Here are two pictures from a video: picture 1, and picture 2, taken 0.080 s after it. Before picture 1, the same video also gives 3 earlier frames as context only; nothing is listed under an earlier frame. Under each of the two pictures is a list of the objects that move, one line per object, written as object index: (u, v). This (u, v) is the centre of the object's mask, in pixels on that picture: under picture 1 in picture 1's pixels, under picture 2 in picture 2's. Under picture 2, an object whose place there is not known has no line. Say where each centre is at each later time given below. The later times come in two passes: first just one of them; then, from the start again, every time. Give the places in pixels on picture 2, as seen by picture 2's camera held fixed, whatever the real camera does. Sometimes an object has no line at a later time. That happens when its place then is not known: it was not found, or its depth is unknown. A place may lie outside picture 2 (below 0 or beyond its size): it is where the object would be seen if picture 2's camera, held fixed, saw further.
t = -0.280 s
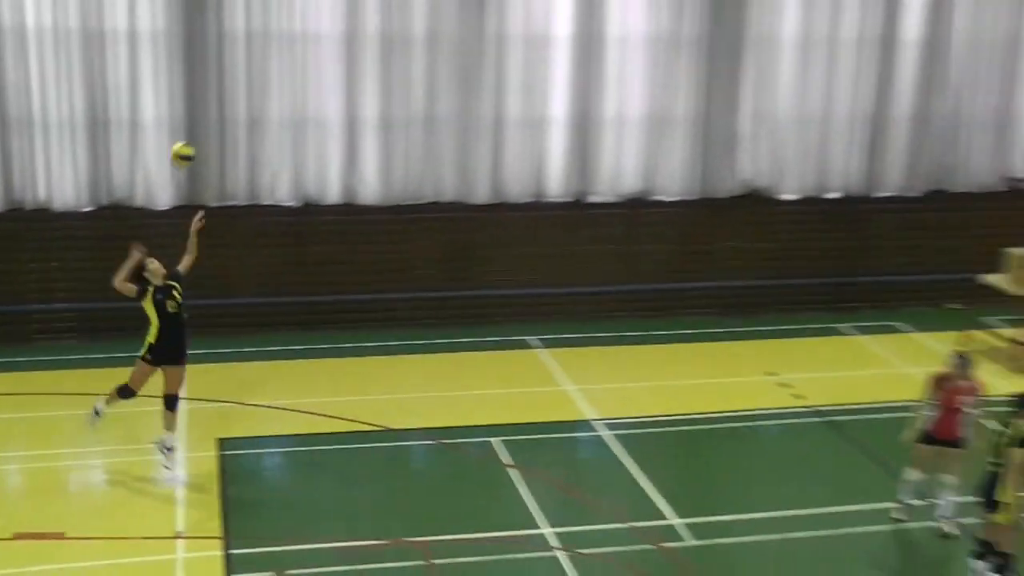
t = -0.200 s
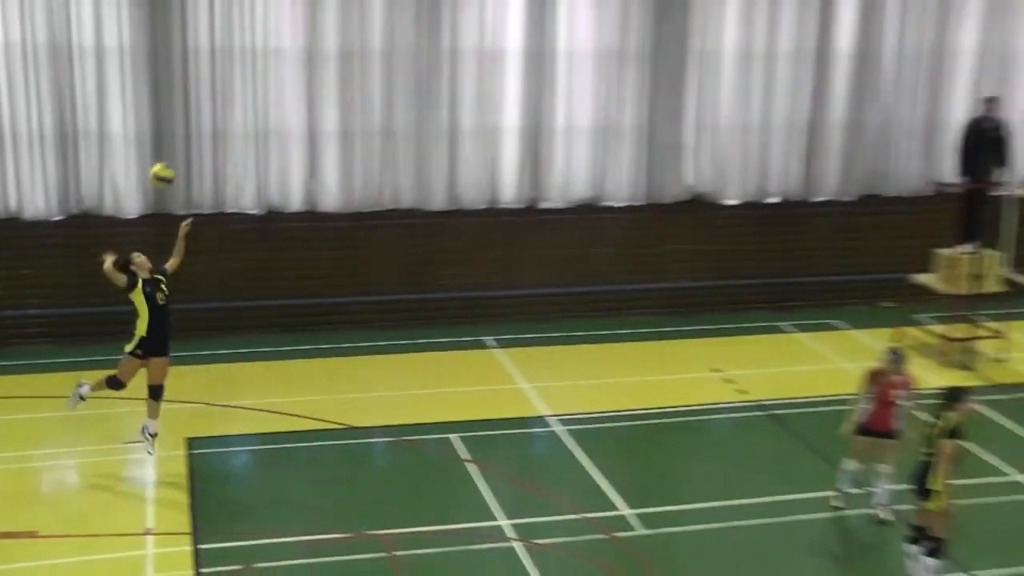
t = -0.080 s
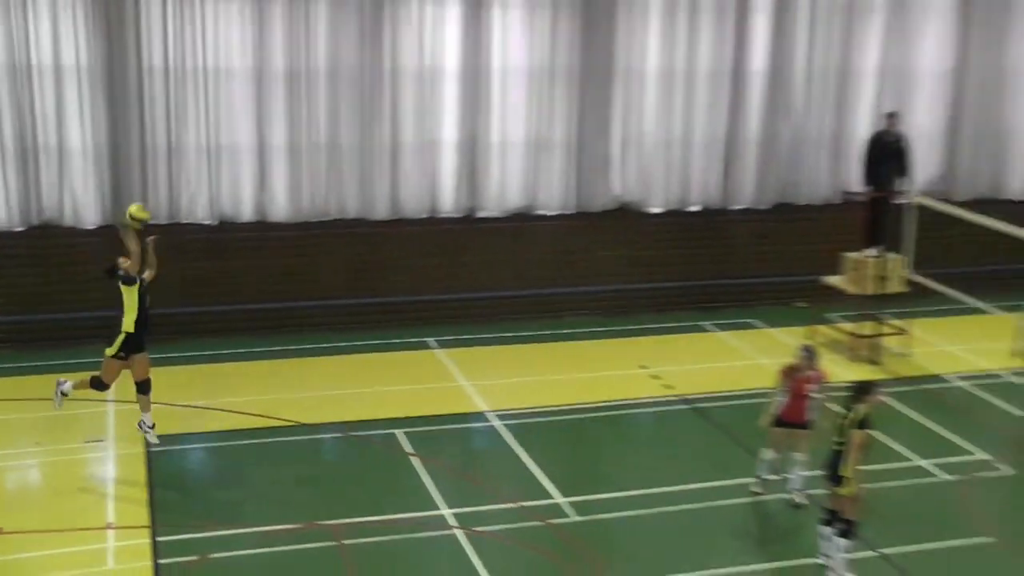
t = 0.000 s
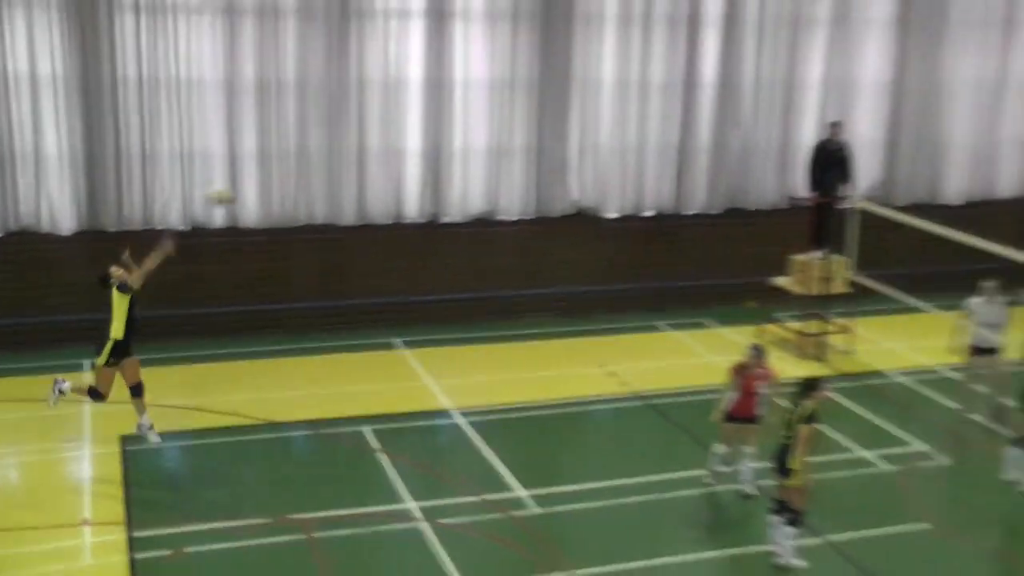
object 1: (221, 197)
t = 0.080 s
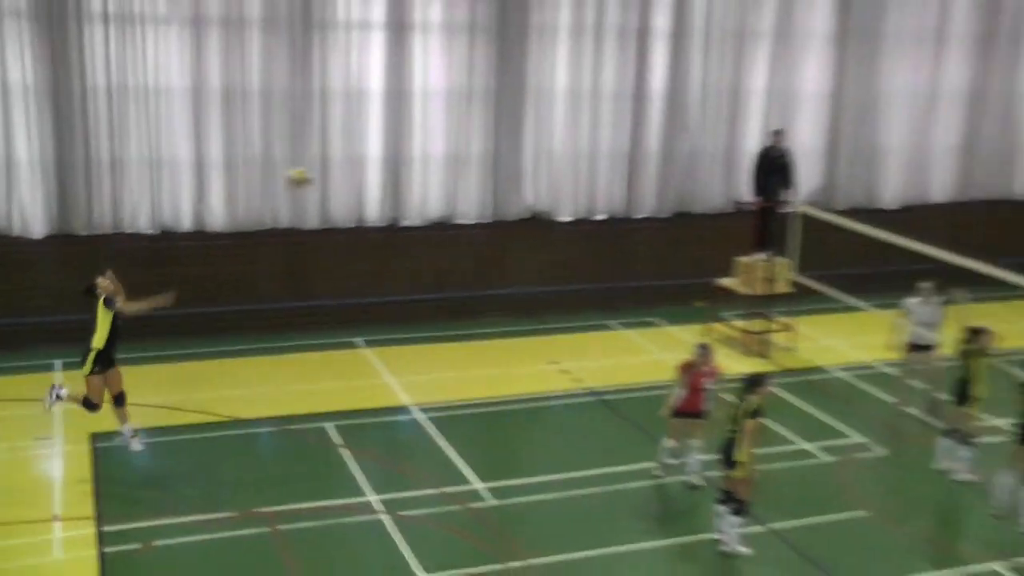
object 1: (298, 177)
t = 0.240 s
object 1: (513, 153)
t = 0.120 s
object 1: (354, 170)
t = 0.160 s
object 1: (407, 161)
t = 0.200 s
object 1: (460, 157)
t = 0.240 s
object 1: (513, 153)
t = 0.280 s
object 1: (566, 152)
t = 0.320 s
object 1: (616, 151)
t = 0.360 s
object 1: (666, 153)
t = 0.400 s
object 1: (714, 156)
